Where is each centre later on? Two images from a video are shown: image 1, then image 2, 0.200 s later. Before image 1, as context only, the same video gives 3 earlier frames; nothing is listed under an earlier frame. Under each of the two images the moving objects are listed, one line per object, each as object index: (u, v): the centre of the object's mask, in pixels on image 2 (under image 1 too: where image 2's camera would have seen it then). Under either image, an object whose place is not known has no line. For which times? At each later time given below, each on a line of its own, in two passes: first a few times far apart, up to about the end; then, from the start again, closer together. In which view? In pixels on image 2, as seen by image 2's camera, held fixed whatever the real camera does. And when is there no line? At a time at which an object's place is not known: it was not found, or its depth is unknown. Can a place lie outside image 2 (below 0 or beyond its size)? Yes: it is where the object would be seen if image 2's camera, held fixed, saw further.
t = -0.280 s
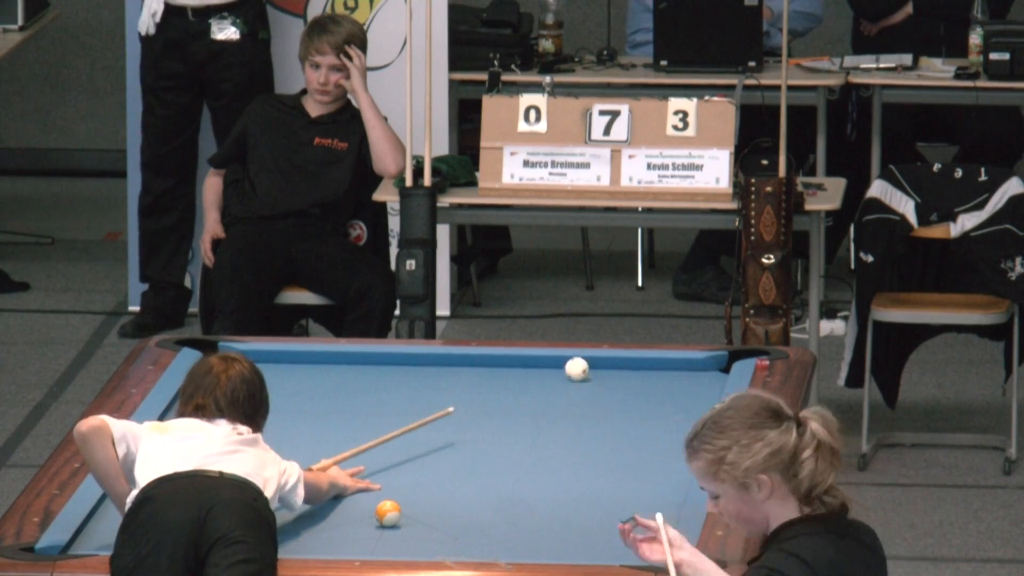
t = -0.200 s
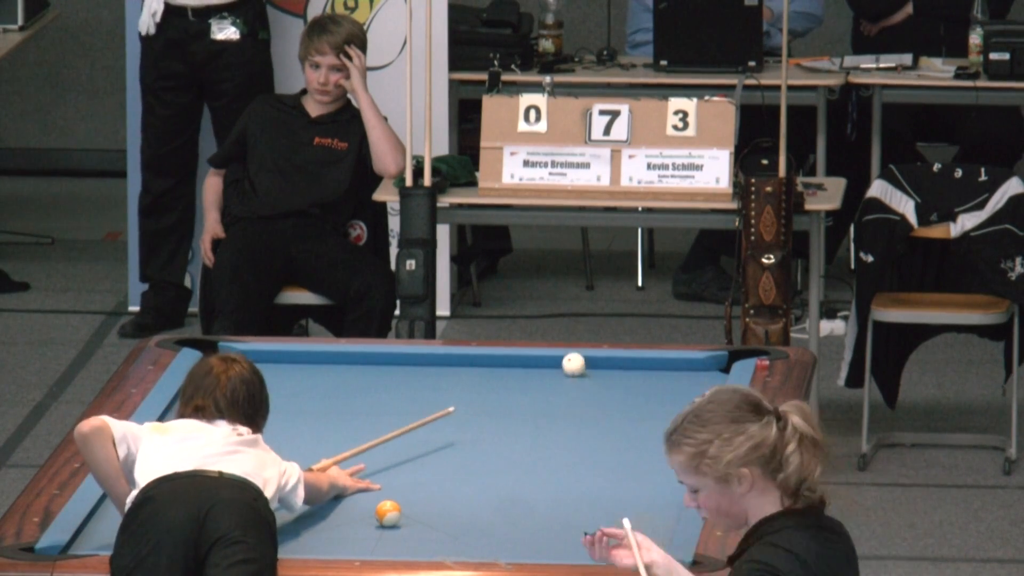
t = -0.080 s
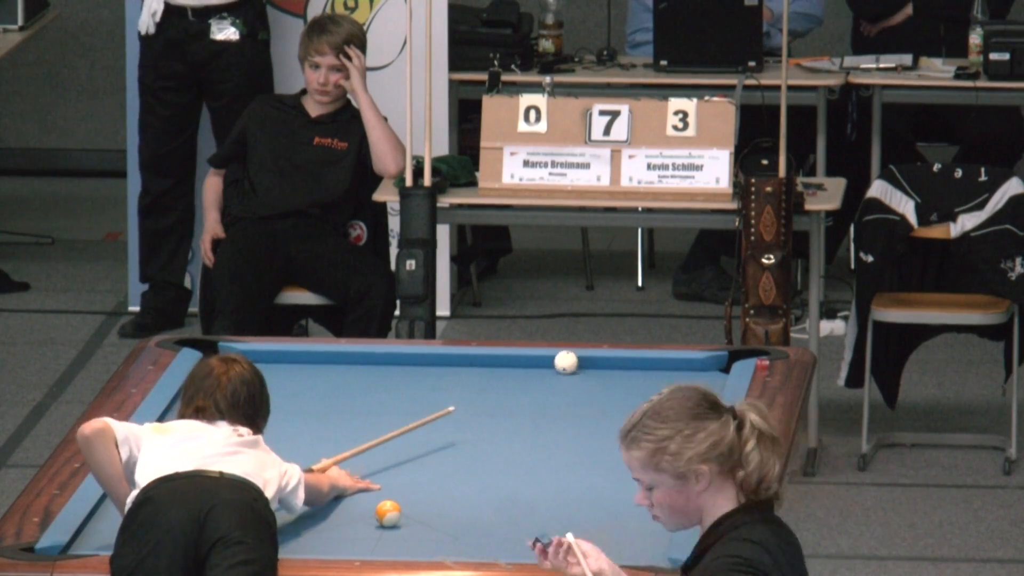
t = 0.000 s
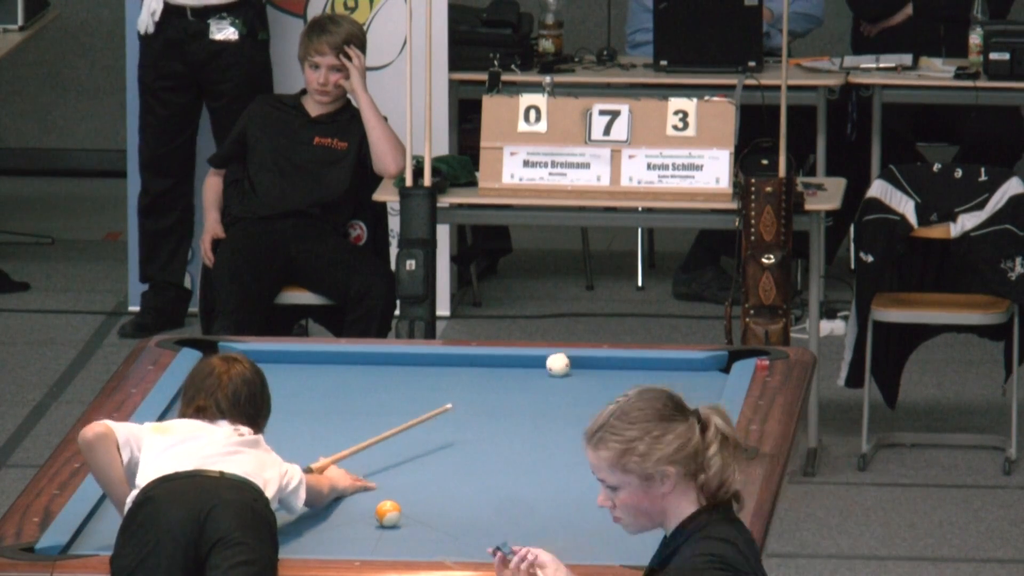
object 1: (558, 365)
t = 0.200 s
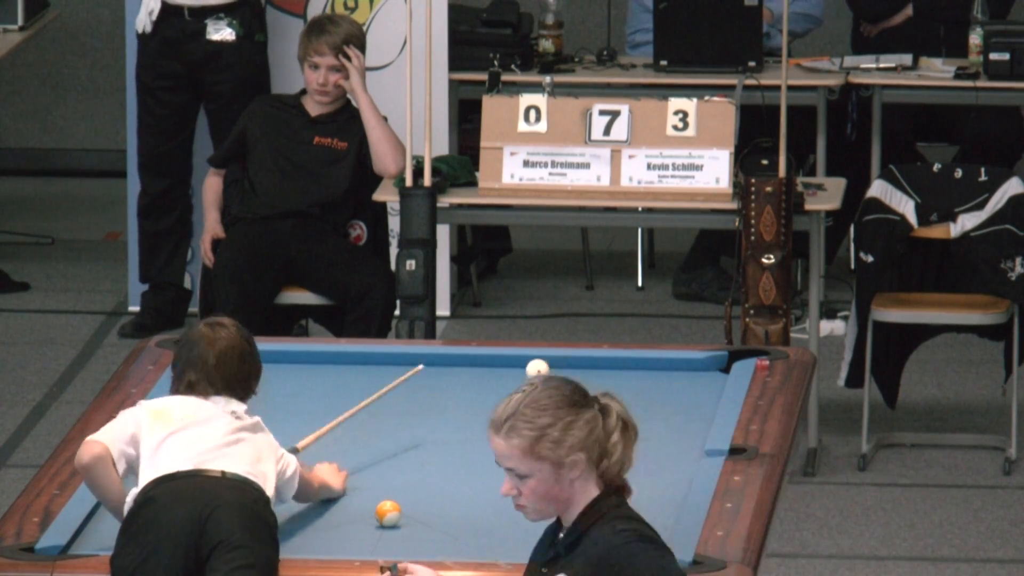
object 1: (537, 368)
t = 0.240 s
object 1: (534, 366)
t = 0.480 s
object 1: (510, 380)
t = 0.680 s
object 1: (491, 386)
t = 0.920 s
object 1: (468, 393)
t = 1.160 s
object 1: (446, 400)
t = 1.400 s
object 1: (426, 406)
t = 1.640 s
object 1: (407, 412)
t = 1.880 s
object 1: (388, 418)
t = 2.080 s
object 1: (373, 423)
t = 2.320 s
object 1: (356, 428)
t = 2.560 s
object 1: (341, 433)
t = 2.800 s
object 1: (326, 437)
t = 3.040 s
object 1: (313, 441)
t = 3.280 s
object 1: (301, 445)
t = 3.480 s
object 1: (291, 448)
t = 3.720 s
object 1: (281, 451)
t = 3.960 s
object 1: (271, 454)
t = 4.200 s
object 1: (263, 456)
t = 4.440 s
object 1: (256, 458)
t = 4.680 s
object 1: (249, 460)
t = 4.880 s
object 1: (245, 461)
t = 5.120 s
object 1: (242, 462)
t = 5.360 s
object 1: (239, 463)
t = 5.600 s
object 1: (238, 463)
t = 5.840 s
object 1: (238, 463)
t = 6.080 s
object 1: (238, 463)
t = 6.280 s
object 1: (238, 463)
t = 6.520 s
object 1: (238, 463)
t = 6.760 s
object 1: (238, 463)
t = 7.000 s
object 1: (238, 463)
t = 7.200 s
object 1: (238, 463)
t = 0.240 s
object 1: (534, 366)
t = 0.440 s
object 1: (517, 375)
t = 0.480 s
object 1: (510, 380)
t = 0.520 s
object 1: (506, 381)
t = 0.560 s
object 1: (502, 382)
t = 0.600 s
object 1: (498, 383)
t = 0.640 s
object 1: (494, 385)
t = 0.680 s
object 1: (491, 386)
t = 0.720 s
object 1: (486, 387)
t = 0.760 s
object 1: (482, 389)
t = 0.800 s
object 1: (479, 389)
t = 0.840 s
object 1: (475, 391)
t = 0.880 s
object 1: (472, 392)
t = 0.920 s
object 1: (468, 393)
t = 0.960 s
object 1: (465, 394)
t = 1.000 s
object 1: (461, 395)
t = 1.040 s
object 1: (457, 396)
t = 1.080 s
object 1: (453, 398)
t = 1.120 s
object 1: (450, 399)
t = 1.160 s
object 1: (446, 400)
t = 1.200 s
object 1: (443, 401)
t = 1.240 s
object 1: (439, 402)
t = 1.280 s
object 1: (436, 403)
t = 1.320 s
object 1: (433, 404)
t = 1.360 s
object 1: (430, 405)
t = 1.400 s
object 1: (426, 406)
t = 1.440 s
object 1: (423, 407)
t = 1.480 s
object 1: (419, 408)
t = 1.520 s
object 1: (416, 409)
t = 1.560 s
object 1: (413, 410)
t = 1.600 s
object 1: (410, 411)
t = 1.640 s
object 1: (407, 412)
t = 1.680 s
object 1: (403, 413)
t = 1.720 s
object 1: (400, 414)
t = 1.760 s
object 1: (397, 415)
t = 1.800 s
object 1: (394, 416)
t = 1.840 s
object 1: (391, 417)
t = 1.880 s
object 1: (388, 418)
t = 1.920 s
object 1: (385, 419)
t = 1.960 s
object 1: (382, 420)
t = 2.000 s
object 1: (379, 421)
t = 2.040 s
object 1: (376, 422)
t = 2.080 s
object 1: (373, 423)
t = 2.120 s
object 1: (370, 424)
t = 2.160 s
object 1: (368, 424)
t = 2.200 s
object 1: (365, 425)
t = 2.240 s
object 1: (362, 426)
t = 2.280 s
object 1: (359, 427)
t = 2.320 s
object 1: (356, 428)
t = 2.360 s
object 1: (354, 429)
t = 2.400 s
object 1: (351, 429)
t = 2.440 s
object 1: (348, 430)
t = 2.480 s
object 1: (346, 431)
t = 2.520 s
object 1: (343, 432)
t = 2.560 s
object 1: (341, 433)
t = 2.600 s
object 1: (338, 433)
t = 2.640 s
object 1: (336, 434)
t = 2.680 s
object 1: (333, 435)
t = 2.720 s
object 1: (331, 436)
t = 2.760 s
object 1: (329, 436)
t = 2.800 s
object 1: (326, 437)
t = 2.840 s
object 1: (324, 438)
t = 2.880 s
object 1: (321, 438)
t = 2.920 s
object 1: (319, 439)
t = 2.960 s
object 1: (317, 440)
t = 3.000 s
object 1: (315, 441)
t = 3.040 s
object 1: (313, 441)
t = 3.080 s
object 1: (310, 442)
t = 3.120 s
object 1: (308, 443)
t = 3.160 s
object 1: (306, 443)
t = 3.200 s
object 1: (304, 444)
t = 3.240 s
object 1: (303, 445)
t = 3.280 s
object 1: (301, 445)
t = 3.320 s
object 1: (299, 446)
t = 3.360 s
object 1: (297, 447)
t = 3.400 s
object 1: (295, 447)
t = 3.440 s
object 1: (293, 448)
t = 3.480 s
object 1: (291, 448)
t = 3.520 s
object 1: (289, 449)
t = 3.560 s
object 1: (288, 449)
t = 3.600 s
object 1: (286, 450)
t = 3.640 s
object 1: (284, 450)
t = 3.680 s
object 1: (282, 451)
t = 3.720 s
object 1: (281, 451)
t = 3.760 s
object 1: (279, 452)
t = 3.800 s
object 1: (277, 452)
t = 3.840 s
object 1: (276, 453)
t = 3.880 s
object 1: (274, 453)
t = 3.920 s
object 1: (273, 454)
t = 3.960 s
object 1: (271, 454)
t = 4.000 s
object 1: (270, 455)
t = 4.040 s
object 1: (268, 455)
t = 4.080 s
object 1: (267, 455)
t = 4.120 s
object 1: (265, 456)
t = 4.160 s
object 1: (264, 456)
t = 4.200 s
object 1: (263, 456)
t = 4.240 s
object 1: (261, 457)
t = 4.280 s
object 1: (260, 457)
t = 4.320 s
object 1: (259, 457)
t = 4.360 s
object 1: (258, 458)
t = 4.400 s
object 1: (257, 458)
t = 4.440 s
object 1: (256, 458)
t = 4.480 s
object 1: (255, 459)
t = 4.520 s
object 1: (254, 459)
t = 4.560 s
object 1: (252, 459)
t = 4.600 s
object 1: (251, 460)
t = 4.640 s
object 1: (250, 460)
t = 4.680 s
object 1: (249, 460)
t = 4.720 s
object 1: (249, 461)
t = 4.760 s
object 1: (248, 461)
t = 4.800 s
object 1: (247, 461)
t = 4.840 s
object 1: (246, 461)
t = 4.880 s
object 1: (245, 461)
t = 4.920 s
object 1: (244, 461)
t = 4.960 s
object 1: (244, 462)
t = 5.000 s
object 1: (243, 462)
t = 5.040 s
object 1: (243, 462)
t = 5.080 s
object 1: (242, 462)
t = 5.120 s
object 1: (242, 462)
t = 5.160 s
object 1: (241, 462)
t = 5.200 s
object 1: (241, 463)
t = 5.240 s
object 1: (241, 463)
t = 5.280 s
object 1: (240, 463)
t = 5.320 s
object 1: (240, 463)
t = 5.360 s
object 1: (239, 463)
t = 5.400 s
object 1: (239, 463)
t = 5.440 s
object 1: (239, 463)
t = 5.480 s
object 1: (239, 463)
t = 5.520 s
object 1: (238, 463)
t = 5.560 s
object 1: (238, 463)
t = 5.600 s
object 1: (238, 463)
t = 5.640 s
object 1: (238, 463)
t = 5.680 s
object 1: (238, 463)
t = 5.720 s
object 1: (238, 463)
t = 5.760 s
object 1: (238, 463)
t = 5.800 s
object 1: (238, 463)
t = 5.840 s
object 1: (238, 463)
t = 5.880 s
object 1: (238, 463)
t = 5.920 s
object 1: (238, 463)
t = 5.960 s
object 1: (238, 463)
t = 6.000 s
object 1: (238, 463)
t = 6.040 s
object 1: (238, 463)
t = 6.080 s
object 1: (238, 463)
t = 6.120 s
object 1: (238, 463)
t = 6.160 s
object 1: (238, 463)
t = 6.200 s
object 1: (238, 463)
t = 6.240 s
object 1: (238, 463)
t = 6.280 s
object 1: (238, 463)
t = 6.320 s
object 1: (238, 463)
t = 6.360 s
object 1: (238, 463)
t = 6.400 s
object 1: (238, 463)
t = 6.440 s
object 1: (238, 463)
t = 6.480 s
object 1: (238, 463)
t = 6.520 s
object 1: (238, 463)
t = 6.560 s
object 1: (238, 463)
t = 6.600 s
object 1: (238, 463)
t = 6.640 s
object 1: (238, 463)
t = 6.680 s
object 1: (238, 463)
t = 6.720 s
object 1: (238, 463)
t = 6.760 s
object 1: (238, 463)
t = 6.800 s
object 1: (238, 463)
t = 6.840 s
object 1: (238, 463)
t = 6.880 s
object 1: (238, 463)
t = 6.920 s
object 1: (238, 463)
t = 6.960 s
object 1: (238, 463)
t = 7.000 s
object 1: (238, 463)
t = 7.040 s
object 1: (238, 463)
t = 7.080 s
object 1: (238, 463)
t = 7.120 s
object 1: (238, 463)
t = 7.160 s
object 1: (238, 463)
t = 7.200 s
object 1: (238, 463)
